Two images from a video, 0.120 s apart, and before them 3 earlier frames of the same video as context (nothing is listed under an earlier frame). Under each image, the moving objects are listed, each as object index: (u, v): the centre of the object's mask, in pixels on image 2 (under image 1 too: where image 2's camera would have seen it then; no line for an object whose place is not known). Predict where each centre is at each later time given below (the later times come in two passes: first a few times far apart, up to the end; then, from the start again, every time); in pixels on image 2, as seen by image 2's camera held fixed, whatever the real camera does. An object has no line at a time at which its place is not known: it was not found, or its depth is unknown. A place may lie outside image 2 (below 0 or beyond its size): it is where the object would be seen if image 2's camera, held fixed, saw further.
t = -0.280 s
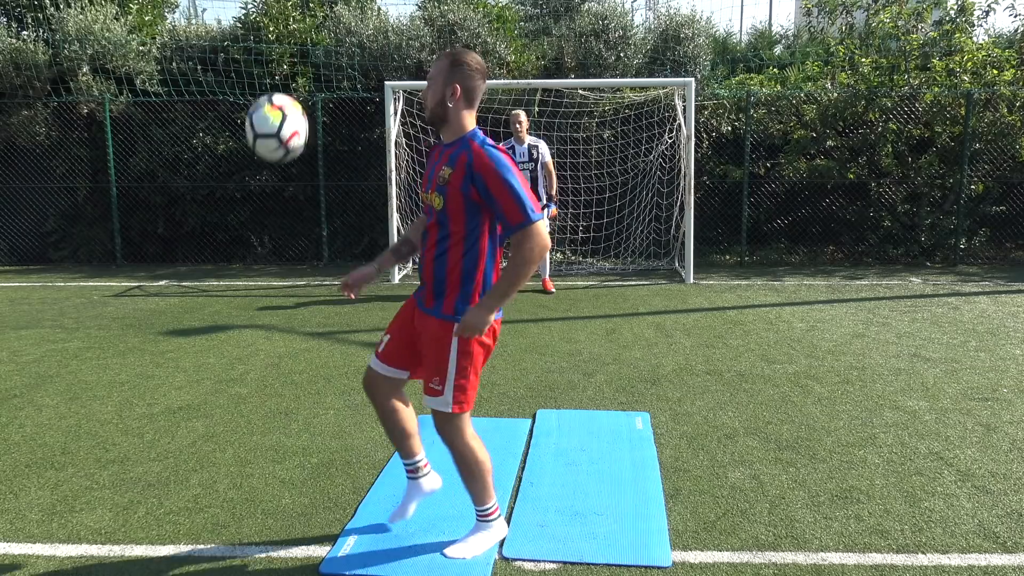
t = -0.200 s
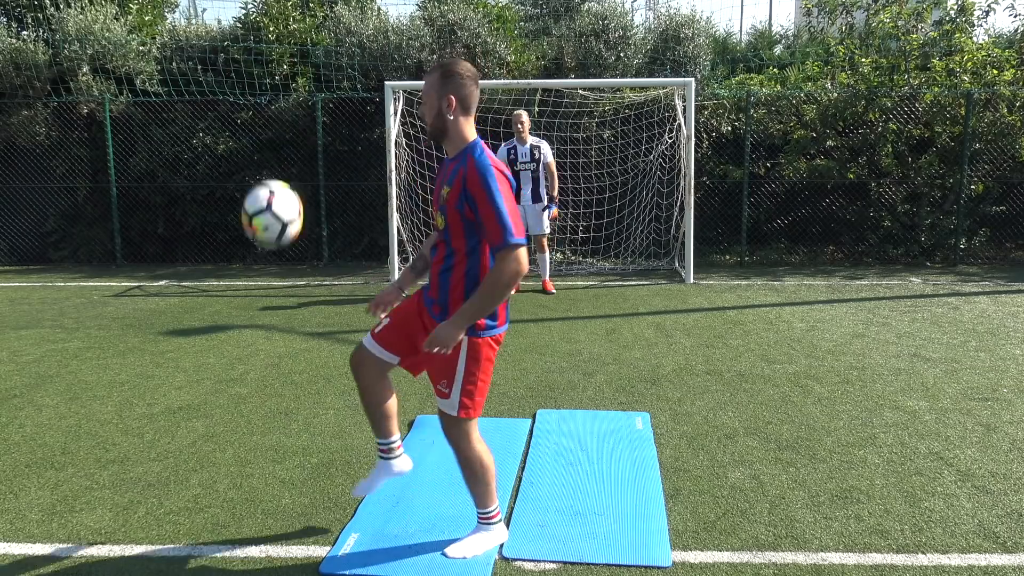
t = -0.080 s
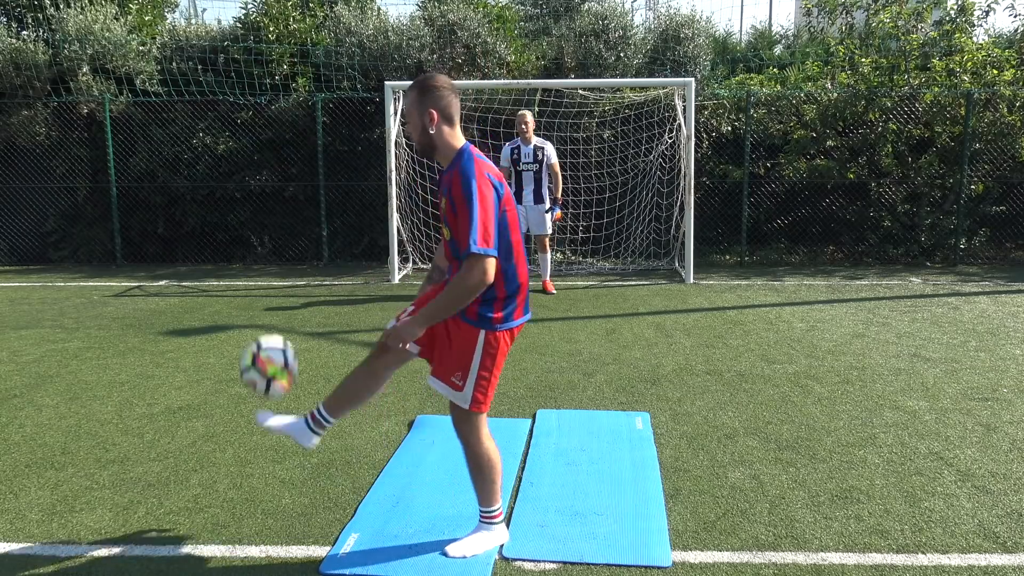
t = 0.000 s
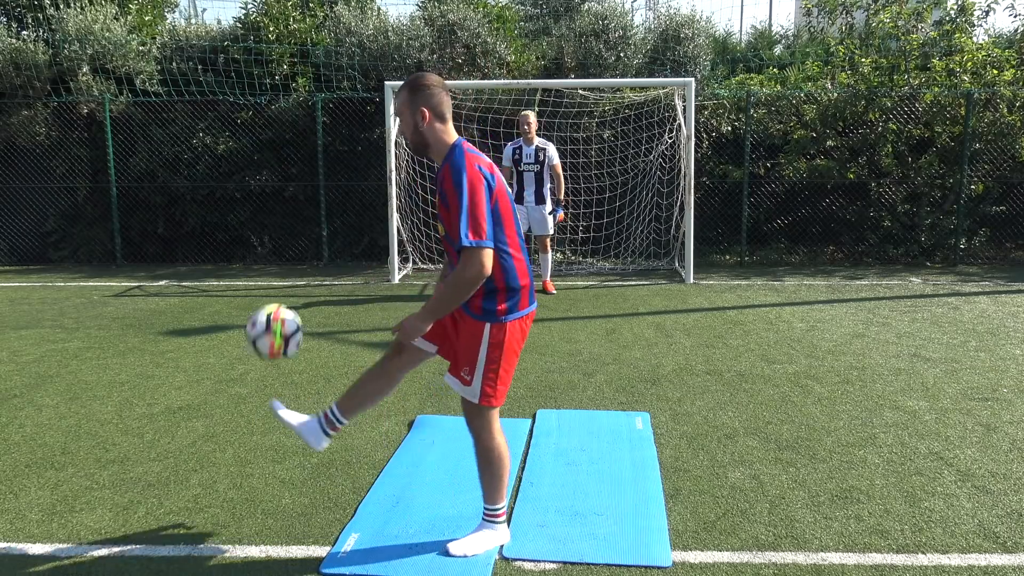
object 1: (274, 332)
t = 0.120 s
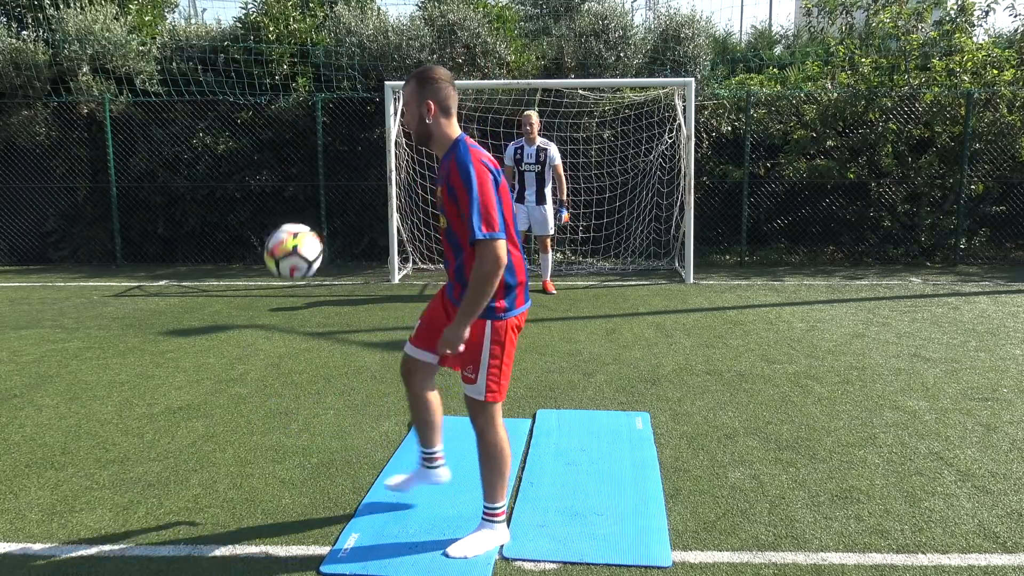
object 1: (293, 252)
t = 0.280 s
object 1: (323, 197)
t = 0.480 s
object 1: (364, 218)
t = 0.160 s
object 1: (300, 233)
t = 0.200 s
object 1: (308, 217)
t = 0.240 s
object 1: (315, 205)
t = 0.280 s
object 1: (323, 197)
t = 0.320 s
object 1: (331, 193)
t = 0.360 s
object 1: (340, 193)
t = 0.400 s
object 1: (348, 197)
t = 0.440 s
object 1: (356, 205)
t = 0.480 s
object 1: (364, 218)
